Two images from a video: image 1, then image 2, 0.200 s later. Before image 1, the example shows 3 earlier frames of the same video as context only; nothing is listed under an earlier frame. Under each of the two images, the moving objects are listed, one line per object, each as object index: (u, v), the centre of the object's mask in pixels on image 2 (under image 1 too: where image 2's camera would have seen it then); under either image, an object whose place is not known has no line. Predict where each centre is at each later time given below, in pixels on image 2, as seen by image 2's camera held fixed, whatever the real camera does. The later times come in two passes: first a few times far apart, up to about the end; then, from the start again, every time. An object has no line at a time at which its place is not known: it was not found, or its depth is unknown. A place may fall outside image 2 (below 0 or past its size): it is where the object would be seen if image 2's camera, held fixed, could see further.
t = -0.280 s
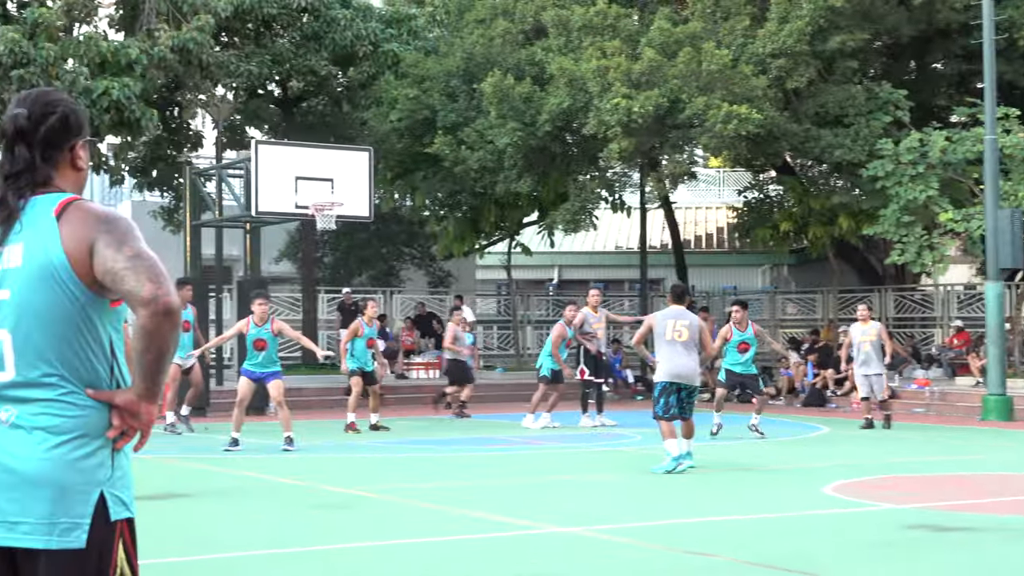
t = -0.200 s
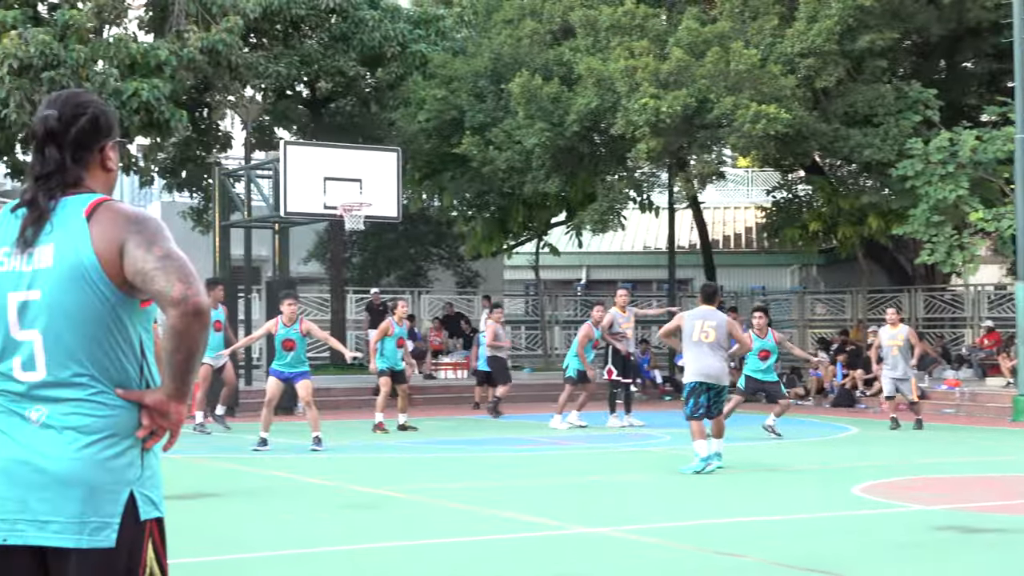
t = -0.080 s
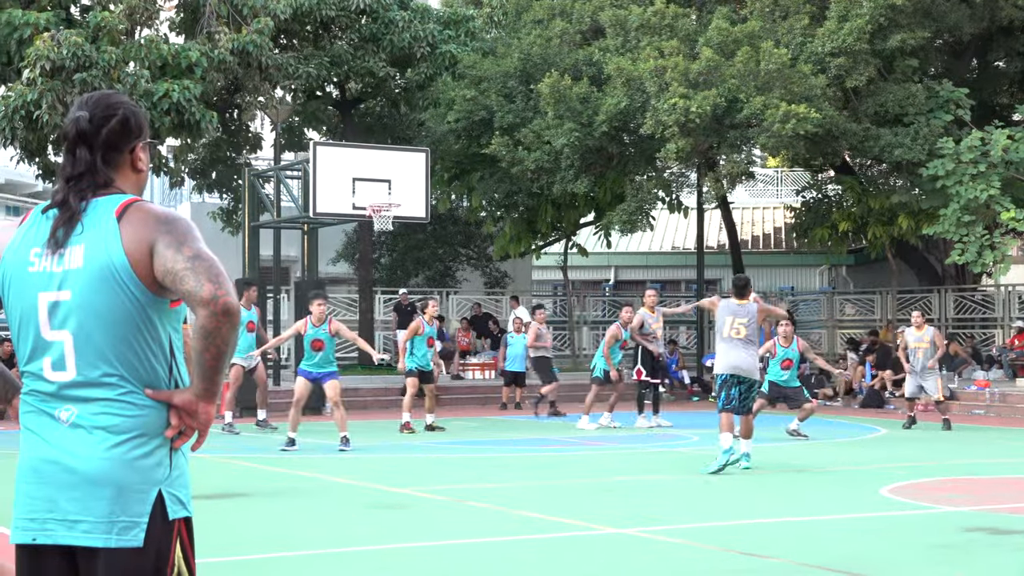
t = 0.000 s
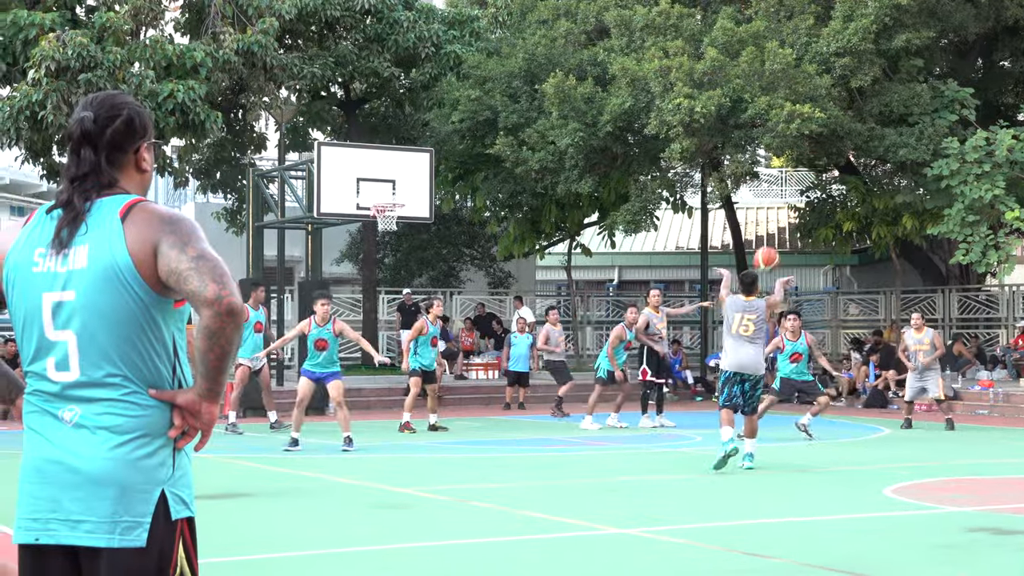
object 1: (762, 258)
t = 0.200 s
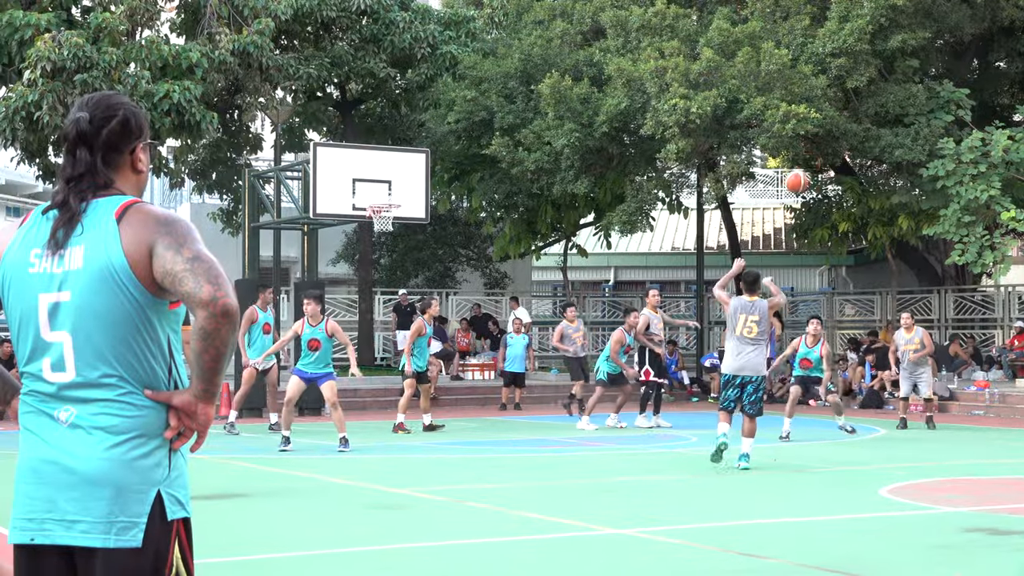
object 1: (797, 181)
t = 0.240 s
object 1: (802, 172)
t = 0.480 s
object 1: (835, 146)
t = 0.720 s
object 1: (863, 167)
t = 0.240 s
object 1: (802, 172)
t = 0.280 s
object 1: (808, 163)
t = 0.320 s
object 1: (813, 157)
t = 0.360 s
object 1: (819, 152)
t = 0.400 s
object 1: (824, 149)
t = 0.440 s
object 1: (830, 147)
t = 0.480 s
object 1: (835, 146)
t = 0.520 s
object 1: (840, 147)
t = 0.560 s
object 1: (845, 149)
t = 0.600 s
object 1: (849, 151)
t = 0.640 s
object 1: (855, 156)
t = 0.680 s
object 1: (859, 161)
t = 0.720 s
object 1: (863, 167)
